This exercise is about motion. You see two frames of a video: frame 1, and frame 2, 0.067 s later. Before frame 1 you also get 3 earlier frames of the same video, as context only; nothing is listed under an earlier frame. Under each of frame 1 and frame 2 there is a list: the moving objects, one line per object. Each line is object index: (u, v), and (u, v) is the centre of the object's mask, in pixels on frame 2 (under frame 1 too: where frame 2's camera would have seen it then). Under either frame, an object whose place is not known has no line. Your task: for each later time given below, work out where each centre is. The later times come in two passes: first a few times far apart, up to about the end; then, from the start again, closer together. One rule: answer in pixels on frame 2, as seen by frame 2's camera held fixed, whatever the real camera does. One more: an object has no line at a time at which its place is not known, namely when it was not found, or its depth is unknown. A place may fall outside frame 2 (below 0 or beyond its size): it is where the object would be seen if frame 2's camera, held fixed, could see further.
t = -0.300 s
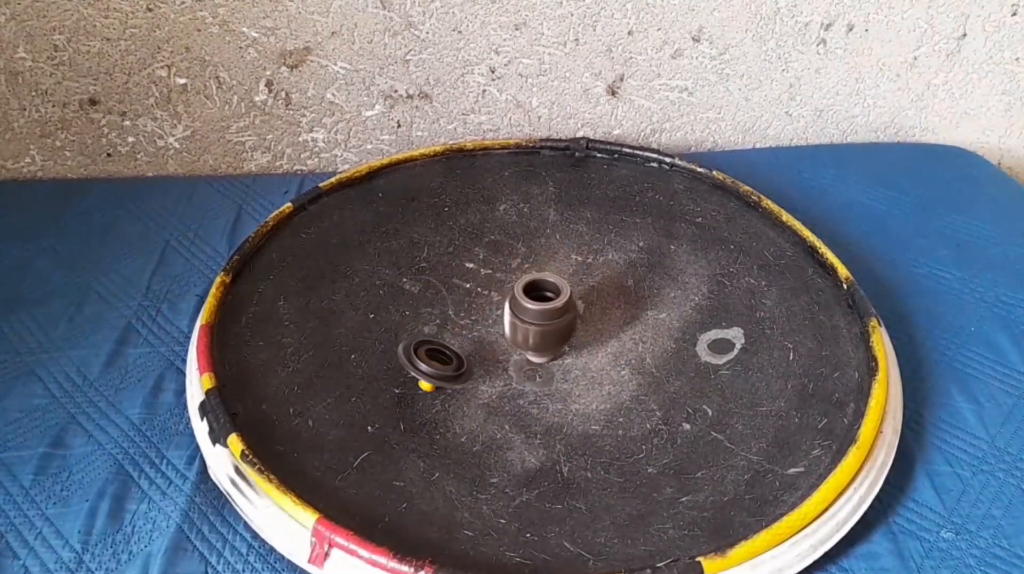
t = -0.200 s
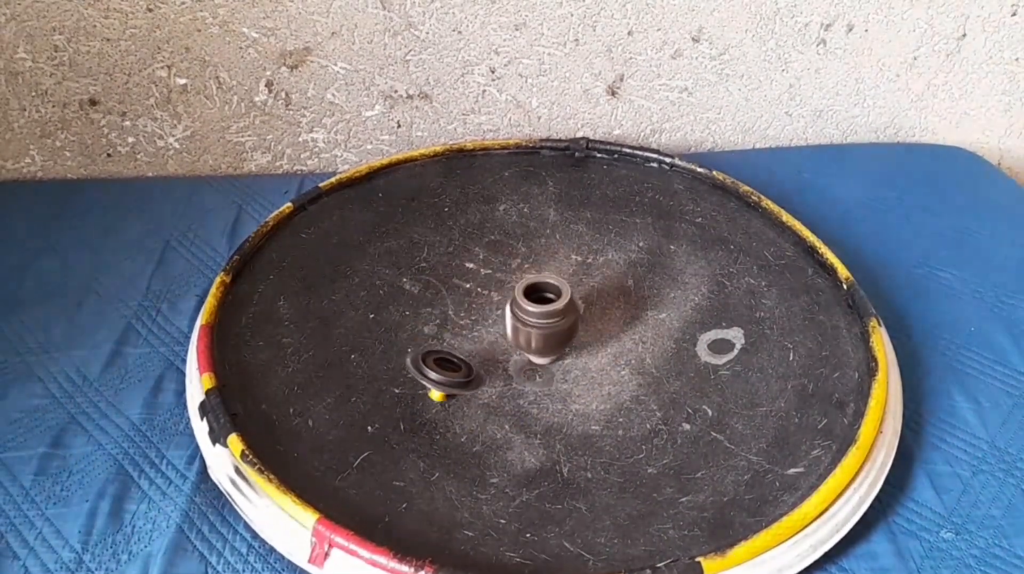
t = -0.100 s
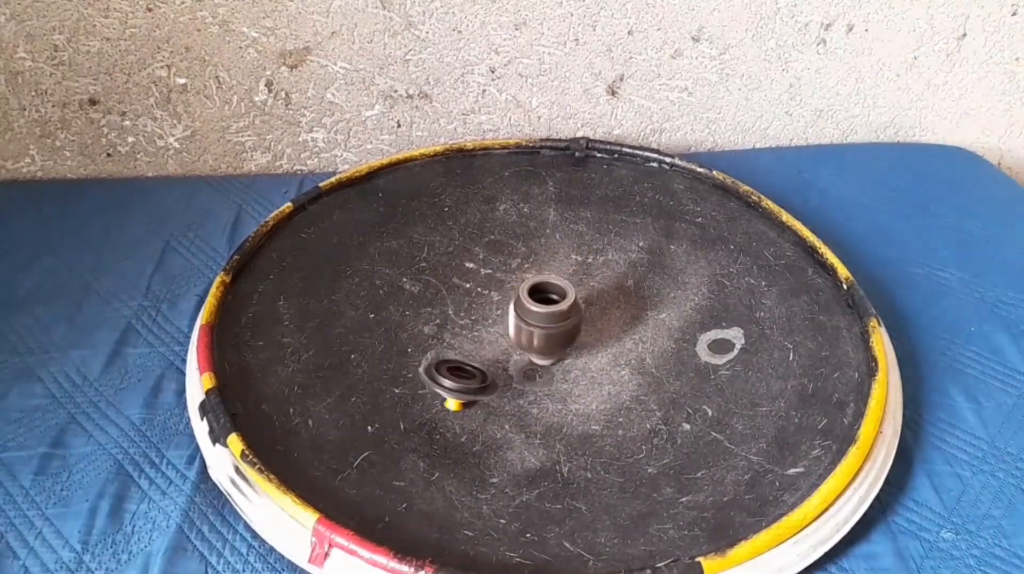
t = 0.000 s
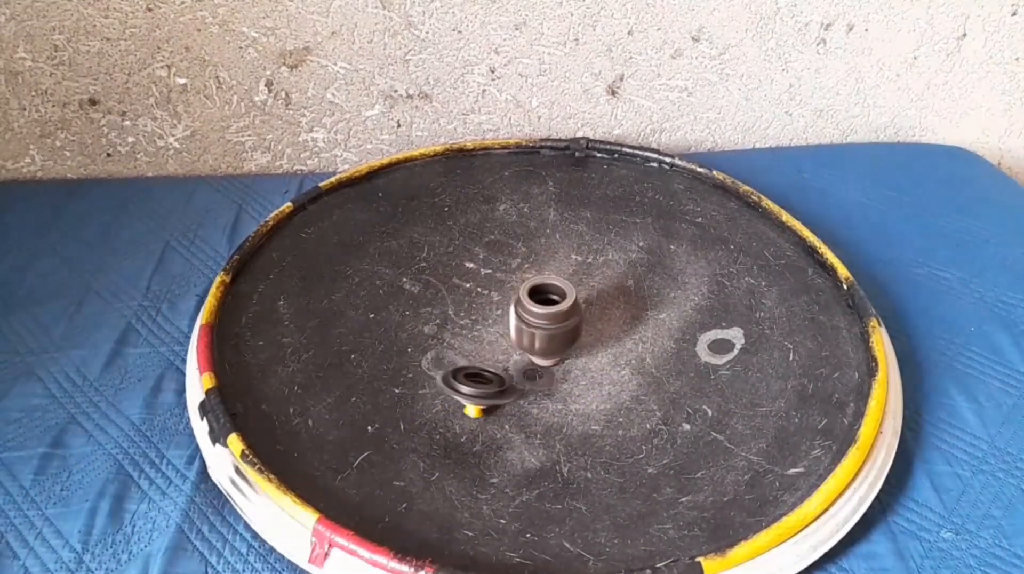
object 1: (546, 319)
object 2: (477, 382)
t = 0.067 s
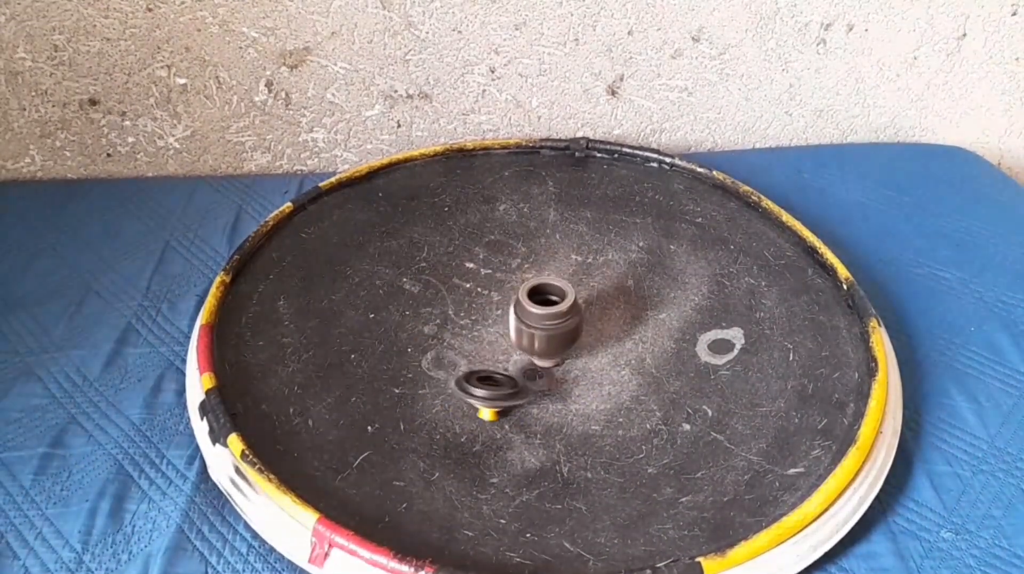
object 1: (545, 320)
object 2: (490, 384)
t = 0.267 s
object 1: (548, 322)
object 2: (533, 386)
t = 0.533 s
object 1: (544, 324)
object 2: (567, 378)
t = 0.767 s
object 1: (536, 323)
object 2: (585, 377)
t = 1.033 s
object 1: (522, 322)
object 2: (600, 359)
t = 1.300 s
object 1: (510, 323)
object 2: (607, 349)
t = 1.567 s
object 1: (501, 330)
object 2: (584, 290)
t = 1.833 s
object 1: (500, 340)
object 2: (554, 245)
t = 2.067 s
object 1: (505, 342)
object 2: (531, 260)
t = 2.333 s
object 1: (510, 336)
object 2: (496, 288)
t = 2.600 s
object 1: (520, 330)
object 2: (240, 288)
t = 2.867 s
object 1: (517, 322)
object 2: (151, 236)
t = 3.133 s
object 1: (507, 317)
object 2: (76, 231)
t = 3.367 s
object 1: (501, 319)
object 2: (64, 207)
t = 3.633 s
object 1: (501, 324)
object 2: (71, 201)
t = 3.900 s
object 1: (509, 326)
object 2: (64, 208)
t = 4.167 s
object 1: (515, 321)
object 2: (75, 219)
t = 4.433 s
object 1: (515, 313)
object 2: (77, 219)
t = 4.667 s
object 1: (513, 309)
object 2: (76, 219)
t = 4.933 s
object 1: (510, 311)
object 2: (77, 219)
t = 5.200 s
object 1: (512, 315)
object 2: (77, 218)
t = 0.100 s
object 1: (546, 321)
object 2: (497, 385)
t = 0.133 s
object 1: (547, 321)
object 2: (504, 385)
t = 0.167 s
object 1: (548, 322)
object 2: (512, 387)
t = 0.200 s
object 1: (548, 322)
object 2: (520, 386)
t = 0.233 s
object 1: (548, 322)
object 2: (528, 387)
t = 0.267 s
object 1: (548, 322)
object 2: (533, 386)
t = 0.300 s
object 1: (547, 323)
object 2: (538, 386)
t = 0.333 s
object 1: (547, 323)
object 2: (542, 385)
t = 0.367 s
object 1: (546, 323)
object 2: (546, 385)
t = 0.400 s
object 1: (546, 323)
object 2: (552, 384)
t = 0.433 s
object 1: (546, 324)
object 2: (557, 383)
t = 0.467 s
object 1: (545, 324)
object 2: (561, 382)
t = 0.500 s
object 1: (545, 324)
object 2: (564, 380)
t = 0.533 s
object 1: (544, 324)
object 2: (567, 378)
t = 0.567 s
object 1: (543, 324)
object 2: (567, 378)
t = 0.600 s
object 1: (542, 324)
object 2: (568, 378)
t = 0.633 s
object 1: (542, 324)
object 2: (569, 377)
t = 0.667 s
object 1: (540, 324)
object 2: (575, 374)
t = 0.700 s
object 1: (539, 324)
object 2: (581, 373)
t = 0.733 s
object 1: (537, 323)
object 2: (584, 378)
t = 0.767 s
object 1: (536, 323)
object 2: (585, 377)
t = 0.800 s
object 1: (534, 323)
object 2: (584, 377)
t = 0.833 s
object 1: (533, 323)
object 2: (585, 374)
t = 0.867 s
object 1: (532, 323)
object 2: (584, 371)
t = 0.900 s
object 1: (530, 322)
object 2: (582, 367)
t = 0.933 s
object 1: (529, 322)
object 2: (581, 365)
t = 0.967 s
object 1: (527, 322)
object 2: (581, 362)
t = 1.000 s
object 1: (525, 322)
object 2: (588, 360)
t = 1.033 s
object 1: (522, 322)
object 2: (600, 359)
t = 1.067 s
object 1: (520, 322)
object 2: (609, 357)
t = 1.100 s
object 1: (519, 322)
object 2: (615, 358)
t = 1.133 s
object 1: (517, 322)
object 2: (618, 355)
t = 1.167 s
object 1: (516, 322)
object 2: (617, 353)
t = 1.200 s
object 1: (514, 322)
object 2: (616, 353)
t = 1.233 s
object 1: (513, 323)
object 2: (613, 352)
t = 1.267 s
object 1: (511, 323)
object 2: (610, 351)
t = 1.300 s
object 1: (510, 323)
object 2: (607, 349)
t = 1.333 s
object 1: (509, 323)
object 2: (601, 349)
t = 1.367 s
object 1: (507, 324)
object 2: (595, 347)
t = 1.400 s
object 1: (506, 324)
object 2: (589, 347)
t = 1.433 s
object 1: (506, 325)
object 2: (583, 346)
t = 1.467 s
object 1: (505, 326)
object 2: (578, 345)
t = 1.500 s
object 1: (502, 328)
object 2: (579, 328)
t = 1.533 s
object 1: (501, 330)
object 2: (582, 301)
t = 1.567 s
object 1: (501, 330)
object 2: (584, 290)
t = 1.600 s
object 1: (500, 332)
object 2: (586, 286)
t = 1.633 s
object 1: (498, 333)
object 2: (581, 268)
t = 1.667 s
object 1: (498, 334)
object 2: (577, 253)
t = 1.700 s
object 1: (498, 335)
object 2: (573, 249)
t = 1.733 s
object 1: (499, 336)
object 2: (565, 252)
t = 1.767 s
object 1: (499, 337)
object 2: (559, 246)
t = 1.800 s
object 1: (499, 339)
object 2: (558, 243)
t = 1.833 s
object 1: (500, 340)
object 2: (554, 245)
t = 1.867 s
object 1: (500, 340)
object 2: (547, 246)
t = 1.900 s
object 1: (501, 341)
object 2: (542, 248)
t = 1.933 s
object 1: (502, 342)
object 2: (540, 251)
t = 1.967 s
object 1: (503, 342)
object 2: (538, 253)
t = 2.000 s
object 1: (503, 342)
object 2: (537, 255)
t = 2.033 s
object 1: (504, 342)
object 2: (533, 257)
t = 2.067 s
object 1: (505, 342)
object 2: (531, 260)
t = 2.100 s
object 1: (506, 342)
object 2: (528, 264)
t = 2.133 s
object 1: (507, 341)
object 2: (526, 269)
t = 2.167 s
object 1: (507, 341)
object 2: (522, 272)
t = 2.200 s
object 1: (508, 340)
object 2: (518, 277)
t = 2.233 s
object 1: (508, 339)
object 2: (515, 281)
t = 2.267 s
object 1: (509, 338)
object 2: (511, 283)
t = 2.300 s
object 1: (509, 336)
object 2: (506, 285)
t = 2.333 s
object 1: (510, 336)
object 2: (496, 288)
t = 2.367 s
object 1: (513, 337)
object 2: (471, 298)
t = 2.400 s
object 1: (517, 336)
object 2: (441, 291)
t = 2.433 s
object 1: (519, 334)
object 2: (410, 286)
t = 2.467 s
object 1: (519, 333)
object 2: (377, 292)
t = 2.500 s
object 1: (519, 332)
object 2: (336, 299)
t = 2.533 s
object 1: (519, 332)
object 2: (300, 299)
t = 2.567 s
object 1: (520, 331)
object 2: (267, 301)
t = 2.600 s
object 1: (520, 330)
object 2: (240, 288)
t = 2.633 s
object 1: (520, 329)
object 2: (215, 251)
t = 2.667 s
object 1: (520, 328)
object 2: (195, 222)
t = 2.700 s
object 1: (520, 327)
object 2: (182, 201)
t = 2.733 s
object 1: (520, 326)
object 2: (165, 186)
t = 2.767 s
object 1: (520, 325)
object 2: (157, 181)
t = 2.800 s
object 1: (519, 323)
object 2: (152, 193)
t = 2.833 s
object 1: (518, 322)
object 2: (149, 206)
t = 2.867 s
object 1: (517, 322)
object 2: (151, 236)
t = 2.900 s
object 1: (516, 321)
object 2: (153, 263)
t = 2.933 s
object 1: (515, 320)
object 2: (137, 255)
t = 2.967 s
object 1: (514, 320)
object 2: (125, 234)
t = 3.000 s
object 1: (513, 319)
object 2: (107, 215)
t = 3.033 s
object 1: (512, 318)
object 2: (96, 206)
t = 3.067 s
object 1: (511, 318)
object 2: (86, 205)
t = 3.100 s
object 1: (509, 318)
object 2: (79, 217)
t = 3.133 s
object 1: (507, 317)
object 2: (76, 231)
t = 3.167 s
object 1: (506, 317)
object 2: (69, 226)
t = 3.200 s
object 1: (505, 318)
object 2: (63, 216)
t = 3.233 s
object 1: (504, 317)
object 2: (59, 212)
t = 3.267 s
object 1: (503, 318)
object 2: (60, 215)
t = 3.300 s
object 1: (503, 318)
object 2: (62, 215)
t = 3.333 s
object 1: (502, 318)
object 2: (62, 209)
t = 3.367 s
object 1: (501, 319)
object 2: (64, 207)
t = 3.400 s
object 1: (501, 320)
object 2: (65, 207)
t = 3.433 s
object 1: (500, 320)
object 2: (67, 204)
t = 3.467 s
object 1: (500, 321)
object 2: (69, 203)
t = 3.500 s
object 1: (500, 322)
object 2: (70, 202)
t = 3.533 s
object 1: (500, 322)
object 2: (71, 200)
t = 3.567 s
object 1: (501, 323)
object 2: (72, 200)
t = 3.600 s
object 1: (501, 323)
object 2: (72, 200)
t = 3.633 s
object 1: (501, 324)
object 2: (71, 201)
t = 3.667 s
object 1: (502, 324)
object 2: (71, 201)
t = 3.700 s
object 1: (502, 325)
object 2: (71, 201)
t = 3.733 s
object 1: (503, 325)
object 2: (70, 203)
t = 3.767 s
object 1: (504, 326)
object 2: (68, 204)
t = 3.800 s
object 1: (506, 326)
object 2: (68, 205)
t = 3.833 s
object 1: (506, 326)
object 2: (67, 206)
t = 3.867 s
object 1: (507, 326)
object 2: (65, 207)
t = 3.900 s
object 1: (509, 326)
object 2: (64, 208)
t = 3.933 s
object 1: (509, 326)
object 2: (63, 209)
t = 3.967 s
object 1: (510, 326)
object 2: (62, 210)
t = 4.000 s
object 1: (510, 325)
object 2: (62, 212)
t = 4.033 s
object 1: (512, 325)
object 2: (63, 213)
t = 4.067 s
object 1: (513, 324)
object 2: (64, 215)
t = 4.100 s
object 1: (513, 324)
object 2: (66, 216)
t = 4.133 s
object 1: (514, 322)
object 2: (72, 219)
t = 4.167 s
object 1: (515, 321)
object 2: (75, 219)
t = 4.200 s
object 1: (515, 320)
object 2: (76, 220)
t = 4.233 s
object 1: (515, 319)
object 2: (78, 219)
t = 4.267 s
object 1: (515, 318)
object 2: (79, 219)
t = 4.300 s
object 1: (516, 317)
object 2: (80, 219)
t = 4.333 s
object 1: (515, 316)
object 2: (79, 219)
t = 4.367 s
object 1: (515, 316)
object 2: (79, 219)
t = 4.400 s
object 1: (515, 315)
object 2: (78, 219)
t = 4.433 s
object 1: (515, 313)
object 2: (77, 219)
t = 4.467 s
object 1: (515, 313)
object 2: (76, 219)
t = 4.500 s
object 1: (515, 312)
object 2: (76, 219)
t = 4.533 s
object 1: (515, 311)
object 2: (76, 219)
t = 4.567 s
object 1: (514, 310)
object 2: (76, 219)
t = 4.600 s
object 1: (513, 310)
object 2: (76, 219)
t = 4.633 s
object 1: (513, 309)
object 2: (76, 219)
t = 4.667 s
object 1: (513, 309)
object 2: (76, 219)
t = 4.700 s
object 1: (512, 309)
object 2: (76, 219)
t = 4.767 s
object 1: (511, 309)
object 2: (76, 218)
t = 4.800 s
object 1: (511, 309)
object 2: (77, 219)
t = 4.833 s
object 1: (511, 310)
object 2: (77, 218)
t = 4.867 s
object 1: (510, 310)
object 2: (77, 219)
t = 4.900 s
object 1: (510, 310)
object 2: (77, 219)
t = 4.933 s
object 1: (510, 311)
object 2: (77, 219)
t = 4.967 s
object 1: (510, 311)
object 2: (76, 219)
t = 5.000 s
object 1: (510, 311)
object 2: (76, 218)
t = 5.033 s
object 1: (510, 312)
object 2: (76, 218)
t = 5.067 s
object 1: (510, 312)
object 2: (76, 218)
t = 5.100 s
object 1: (510, 313)
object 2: (76, 218)
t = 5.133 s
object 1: (511, 314)
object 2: (76, 218)
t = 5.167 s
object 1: (512, 315)
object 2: (77, 218)
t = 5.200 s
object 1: (512, 315)
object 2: (77, 218)
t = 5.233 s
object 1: (513, 316)
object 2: (76, 218)
